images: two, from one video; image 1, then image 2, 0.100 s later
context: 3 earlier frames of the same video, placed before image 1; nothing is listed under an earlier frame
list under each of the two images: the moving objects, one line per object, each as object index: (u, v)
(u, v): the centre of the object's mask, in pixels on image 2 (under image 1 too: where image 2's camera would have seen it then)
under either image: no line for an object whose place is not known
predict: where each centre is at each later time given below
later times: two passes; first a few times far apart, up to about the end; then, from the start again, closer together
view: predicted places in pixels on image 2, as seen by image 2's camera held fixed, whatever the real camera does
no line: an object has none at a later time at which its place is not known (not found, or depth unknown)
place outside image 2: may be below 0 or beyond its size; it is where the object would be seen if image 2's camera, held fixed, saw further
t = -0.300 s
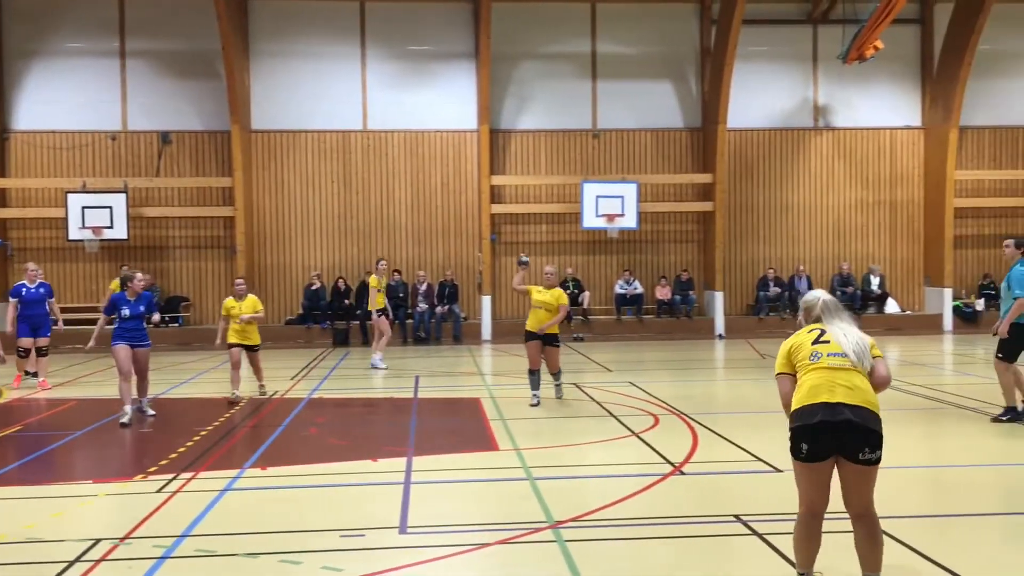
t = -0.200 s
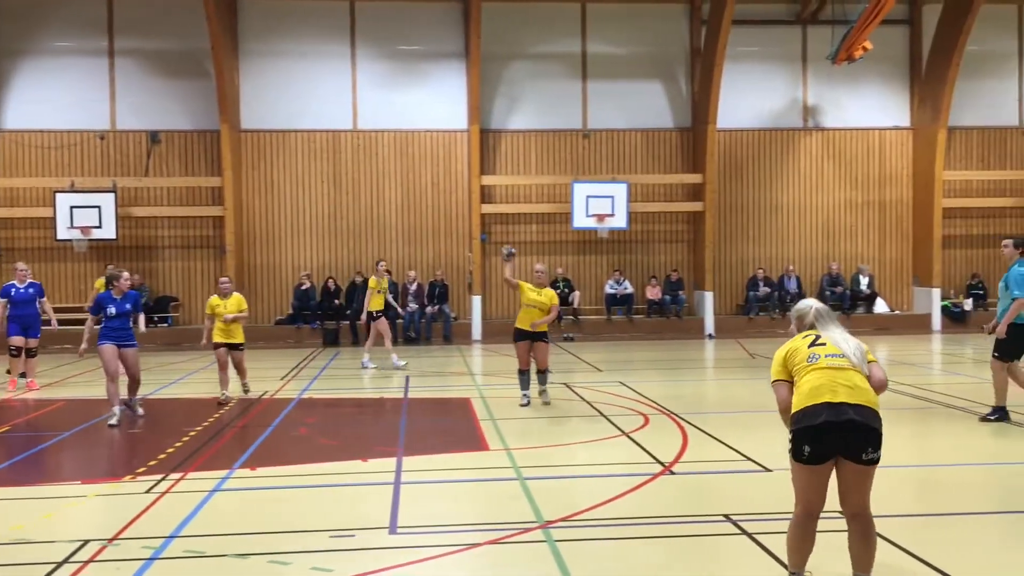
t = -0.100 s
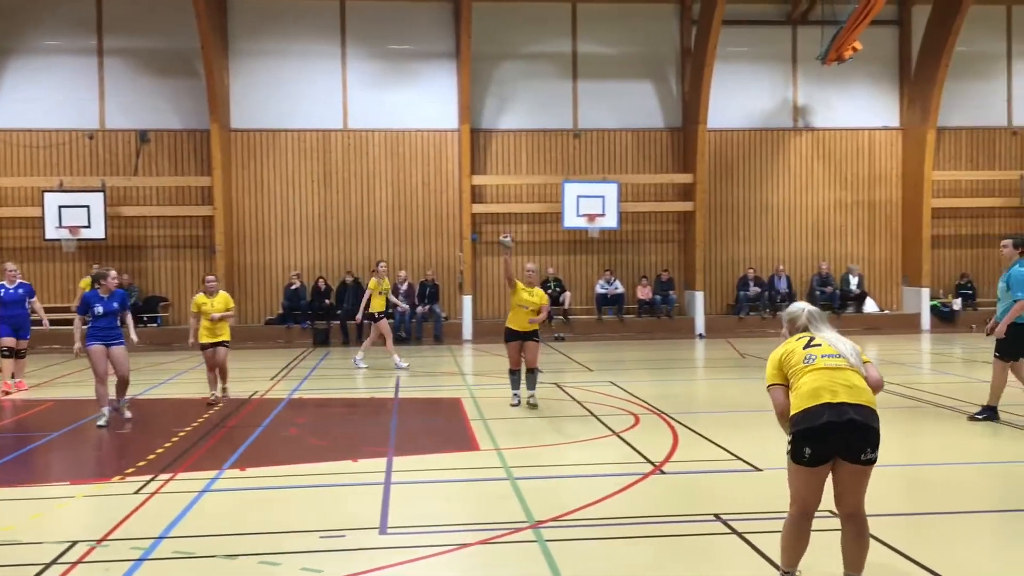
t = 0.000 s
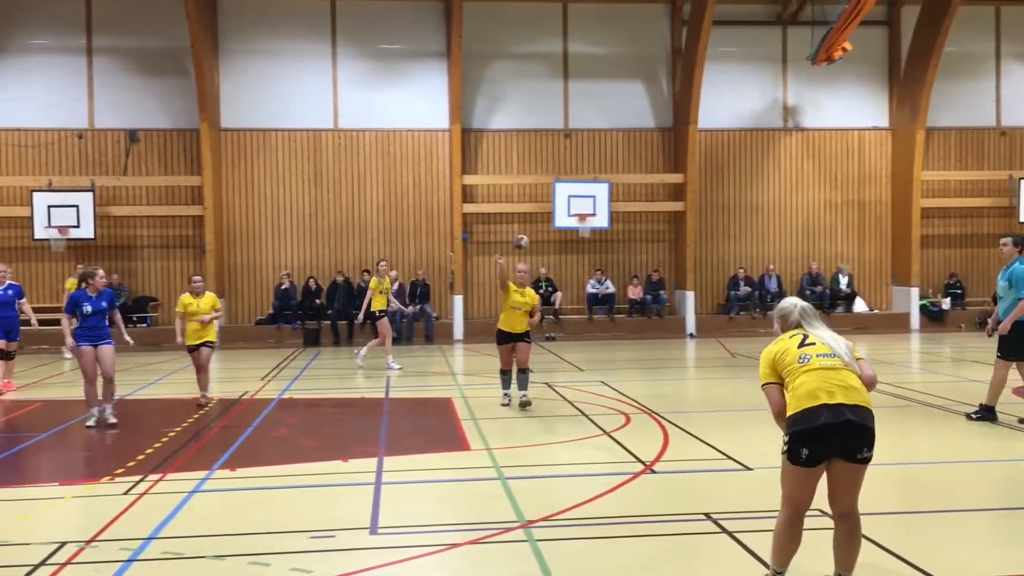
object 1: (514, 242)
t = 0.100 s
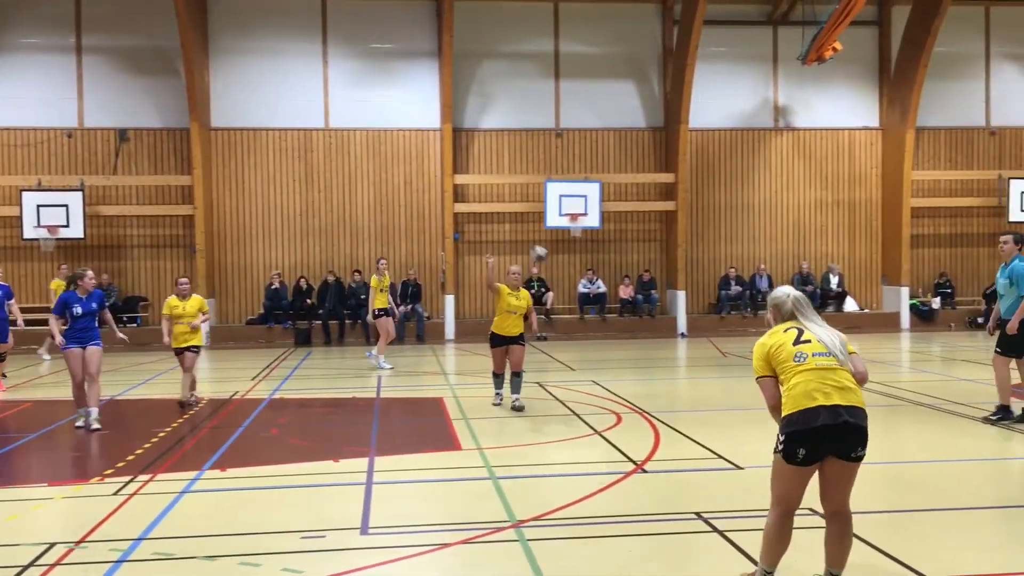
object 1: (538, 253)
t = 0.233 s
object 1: (575, 287)
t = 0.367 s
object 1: (616, 346)
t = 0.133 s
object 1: (548, 259)
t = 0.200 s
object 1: (565, 276)
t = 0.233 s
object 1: (575, 287)
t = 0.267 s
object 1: (586, 300)
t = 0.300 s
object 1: (595, 312)
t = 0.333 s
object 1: (608, 326)
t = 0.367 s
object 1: (616, 346)
